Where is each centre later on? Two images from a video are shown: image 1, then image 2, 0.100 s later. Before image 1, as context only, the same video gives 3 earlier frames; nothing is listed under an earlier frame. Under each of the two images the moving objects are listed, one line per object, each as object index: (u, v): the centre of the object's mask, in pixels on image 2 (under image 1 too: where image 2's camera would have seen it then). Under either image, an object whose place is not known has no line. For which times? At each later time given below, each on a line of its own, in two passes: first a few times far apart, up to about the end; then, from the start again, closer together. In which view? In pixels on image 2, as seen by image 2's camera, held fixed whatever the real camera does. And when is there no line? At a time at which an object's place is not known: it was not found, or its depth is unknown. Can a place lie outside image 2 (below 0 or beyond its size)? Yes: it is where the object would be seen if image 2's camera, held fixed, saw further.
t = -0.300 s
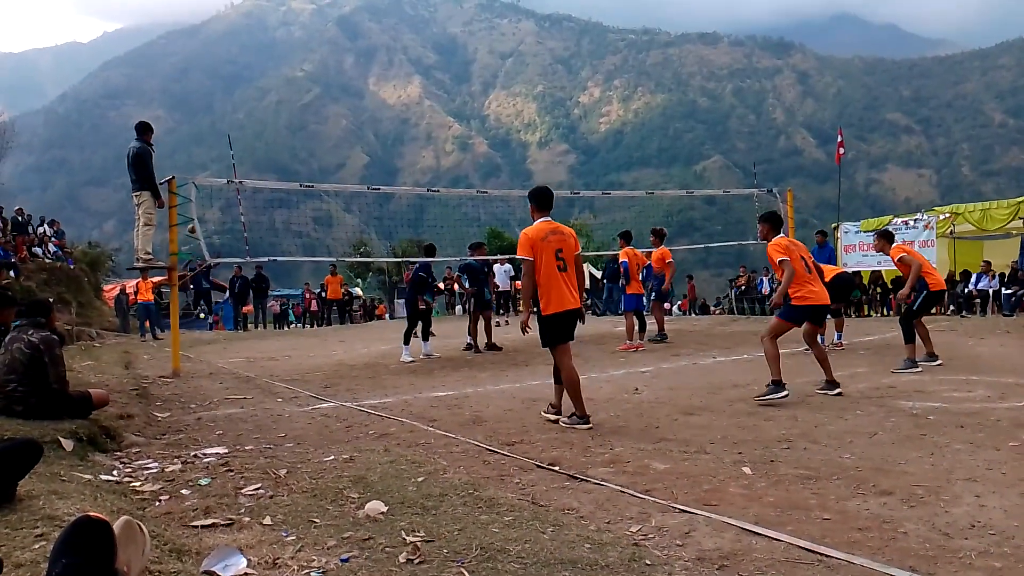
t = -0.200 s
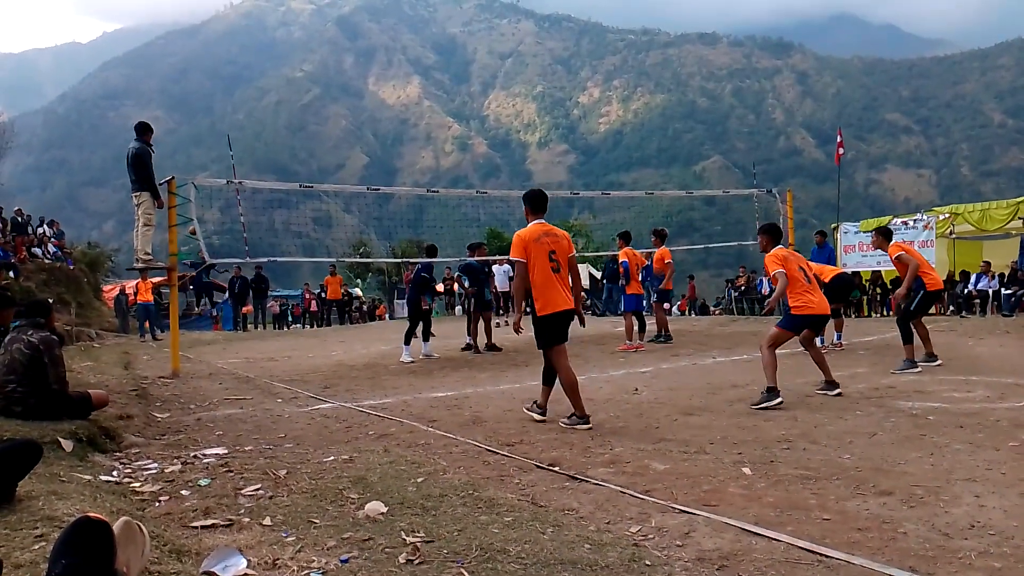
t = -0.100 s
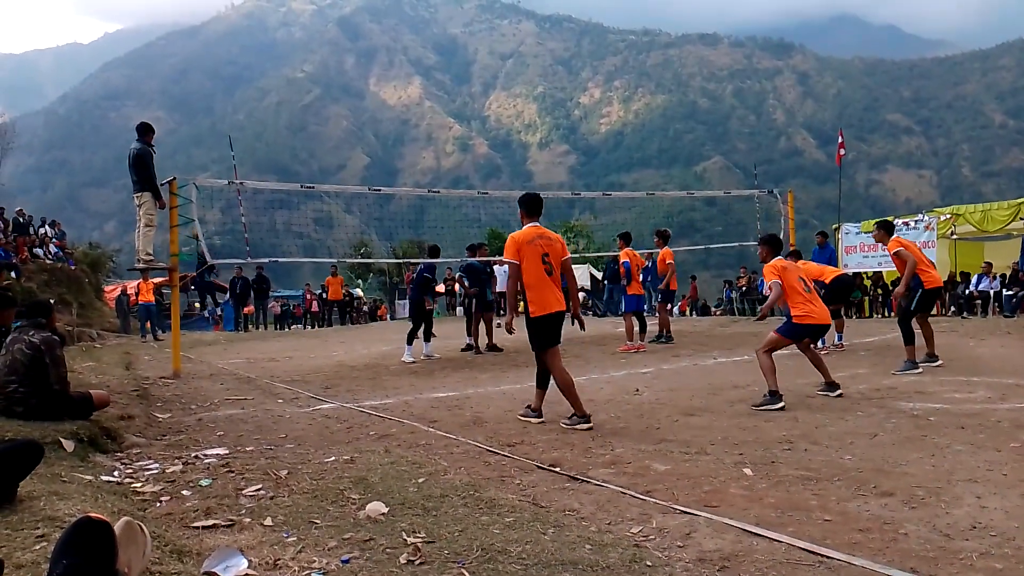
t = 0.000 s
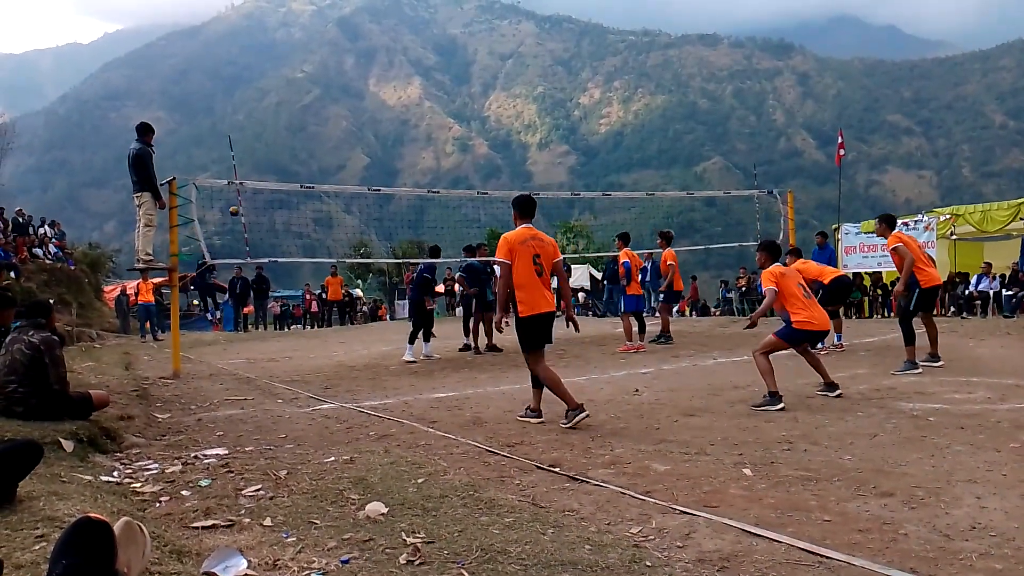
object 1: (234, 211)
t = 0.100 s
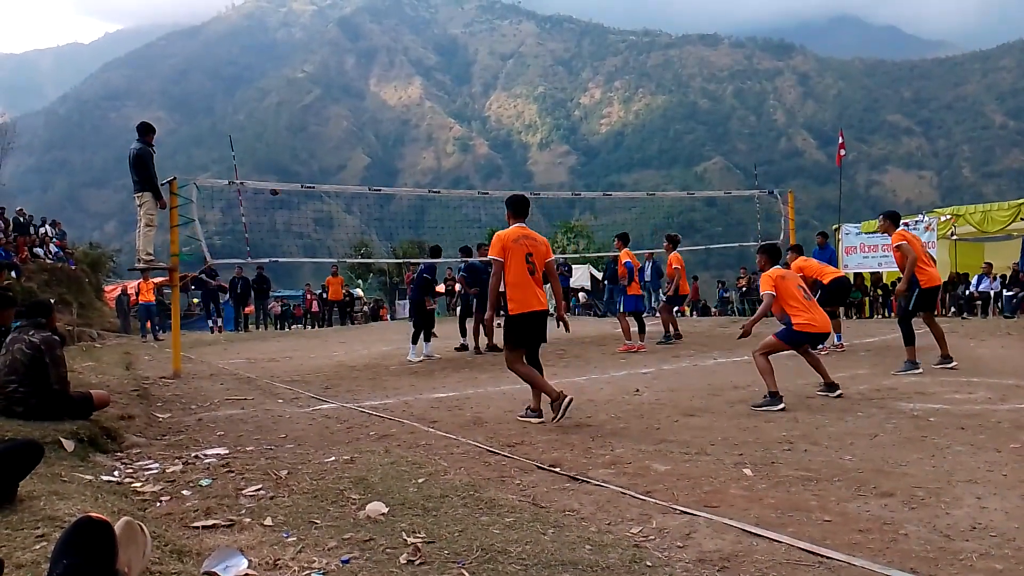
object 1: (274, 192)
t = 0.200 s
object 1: (317, 172)
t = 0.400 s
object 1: (416, 143)
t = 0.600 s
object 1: (536, 129)
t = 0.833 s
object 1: (714, 149)
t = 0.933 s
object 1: (808, 174)
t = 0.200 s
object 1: (317, 172)
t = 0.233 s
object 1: (333, 166)
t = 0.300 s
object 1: (364, 156)
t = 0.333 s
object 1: (381, 150)
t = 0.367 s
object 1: (398, 146)
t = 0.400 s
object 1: (416, 143)
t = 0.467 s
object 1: (454, 136)
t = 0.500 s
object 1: (473, 134)
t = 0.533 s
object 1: (494, 132)
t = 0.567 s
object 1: (515, 130)
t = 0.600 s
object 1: (536, 129)
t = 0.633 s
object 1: (559, 129)
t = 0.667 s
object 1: (582, 130)
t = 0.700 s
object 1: (606, 132)
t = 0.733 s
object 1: (632, 134)
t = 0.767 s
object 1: (659, 138)
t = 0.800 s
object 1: (686, 143)
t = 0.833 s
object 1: (714, 149)
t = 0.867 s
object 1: (744, 157)
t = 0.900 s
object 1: (775, 164)
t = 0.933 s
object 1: (808, 174)
